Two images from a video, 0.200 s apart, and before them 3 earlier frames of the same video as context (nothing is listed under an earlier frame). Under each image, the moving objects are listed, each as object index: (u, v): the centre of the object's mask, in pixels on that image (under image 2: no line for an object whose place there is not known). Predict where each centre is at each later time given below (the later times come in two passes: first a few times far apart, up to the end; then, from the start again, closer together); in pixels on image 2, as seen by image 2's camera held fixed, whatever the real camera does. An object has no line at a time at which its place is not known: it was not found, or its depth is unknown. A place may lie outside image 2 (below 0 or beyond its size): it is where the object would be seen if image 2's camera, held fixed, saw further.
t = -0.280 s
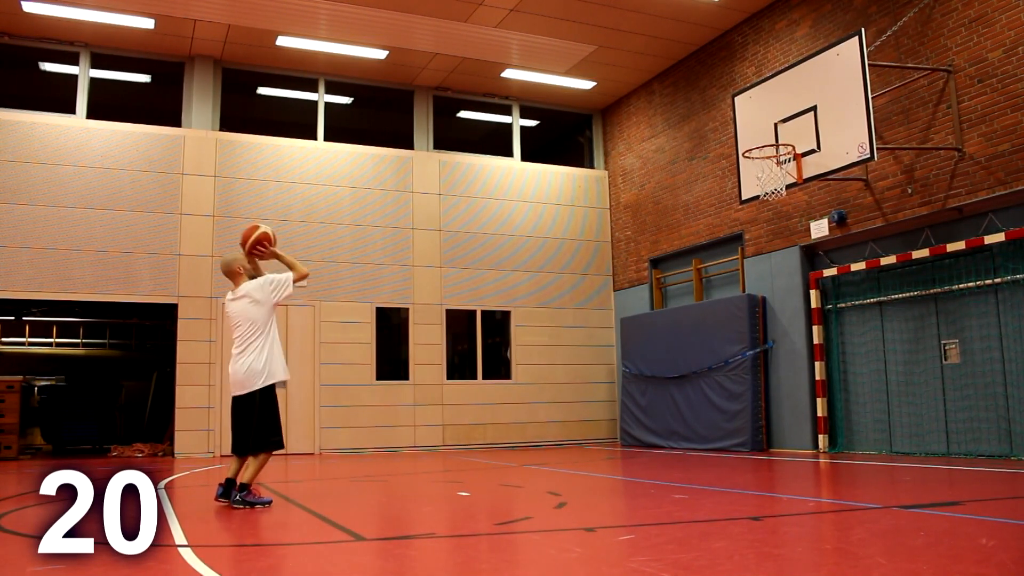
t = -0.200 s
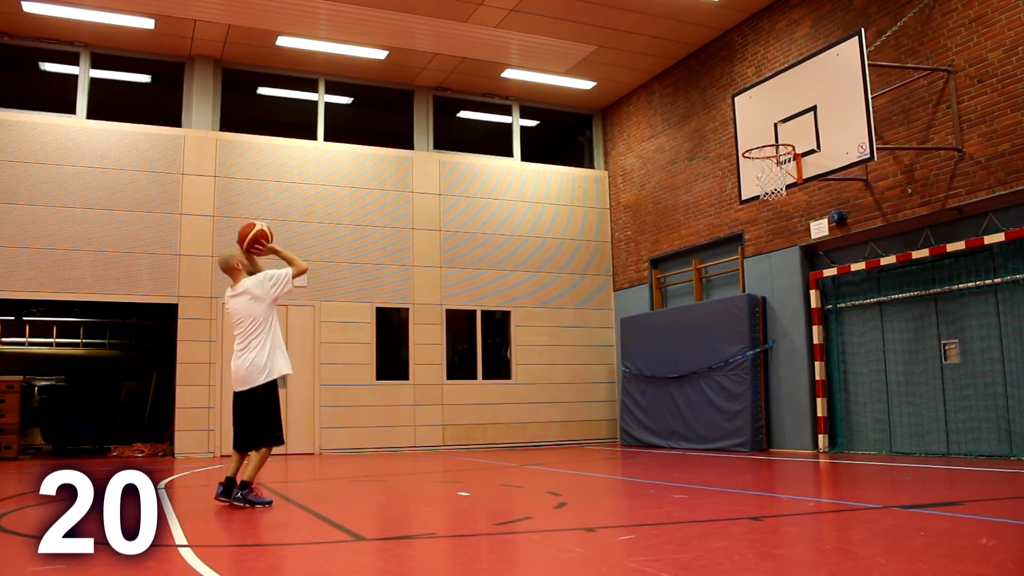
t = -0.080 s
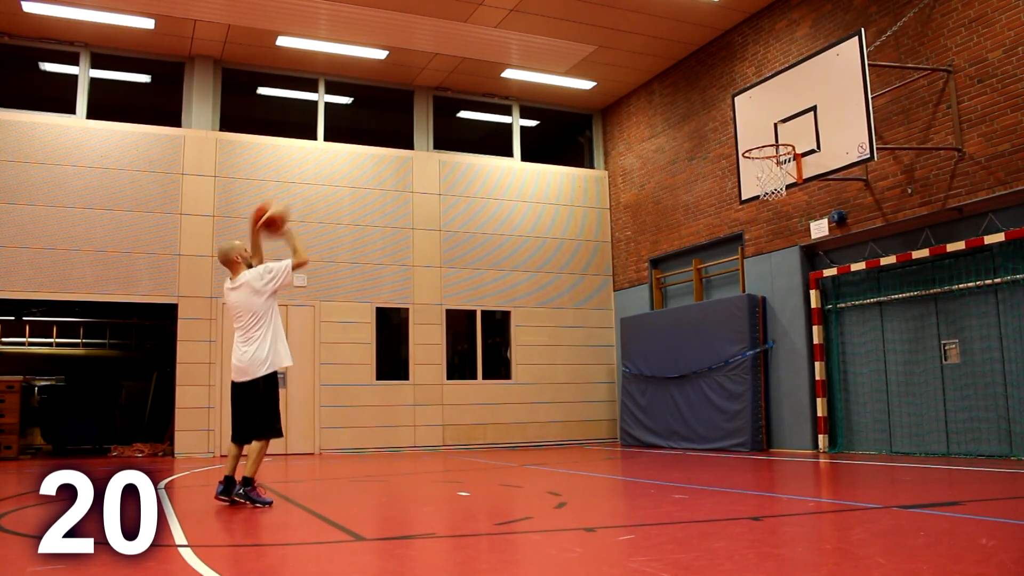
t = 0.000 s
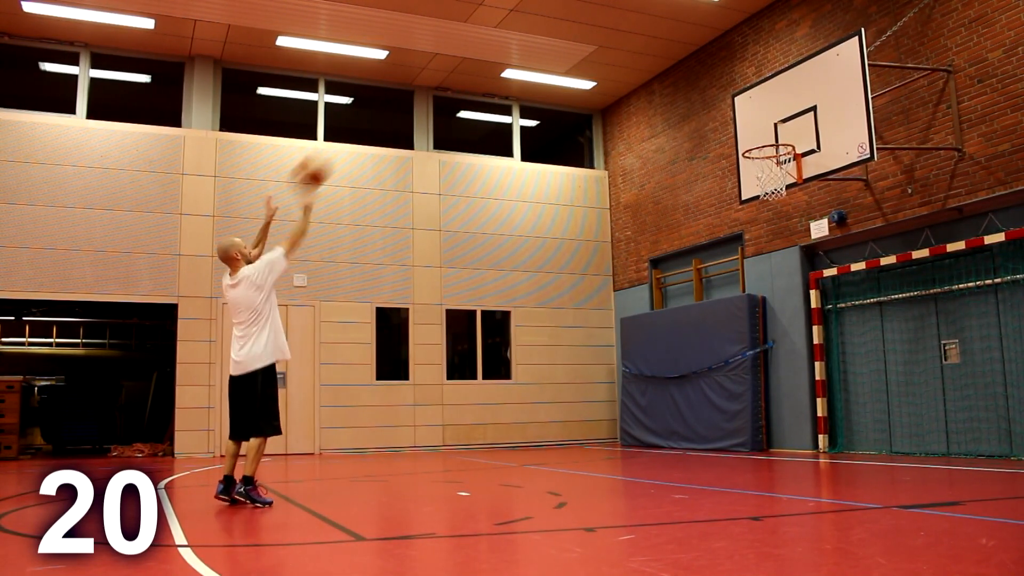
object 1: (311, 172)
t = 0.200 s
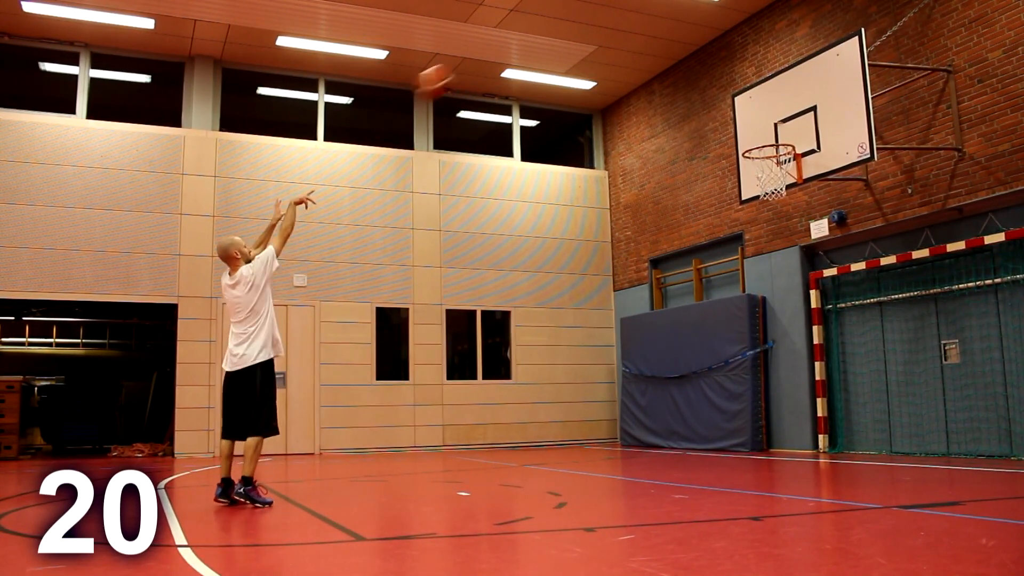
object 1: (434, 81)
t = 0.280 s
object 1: (478, 62)
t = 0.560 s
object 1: (615, 55)
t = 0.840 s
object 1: (732, 124)
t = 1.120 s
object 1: (788, 166)
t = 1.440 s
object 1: (758, 195)
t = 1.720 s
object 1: (741, 296)
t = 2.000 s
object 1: (728, 442)
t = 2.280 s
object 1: (717, 346)
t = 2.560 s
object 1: (709, 330)
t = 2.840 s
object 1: (706, 387)
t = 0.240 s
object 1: (457, 71)
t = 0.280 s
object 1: (478, 62)
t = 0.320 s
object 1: (498, 56)
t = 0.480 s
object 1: (578, 48)
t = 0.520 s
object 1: (597, 51)
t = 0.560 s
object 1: (615, 55)
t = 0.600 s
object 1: (634, 60)
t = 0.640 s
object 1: (651, 67)
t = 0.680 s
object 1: (668, 76)
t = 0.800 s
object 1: (718, 109)
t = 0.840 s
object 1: (732, 124)
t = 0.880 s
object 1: (748, 140)
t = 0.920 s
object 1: (766, 157)
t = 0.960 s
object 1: (776, 165)
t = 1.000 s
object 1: (788, 170)
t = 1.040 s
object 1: (791, 169)
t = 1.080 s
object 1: (791, 167)
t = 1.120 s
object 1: (788, 166)
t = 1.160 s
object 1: (787, 166)
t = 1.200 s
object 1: (782, 166)
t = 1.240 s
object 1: (776, 170)
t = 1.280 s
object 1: (771, 172)
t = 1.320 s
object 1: (767, 179)
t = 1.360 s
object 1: (765, 184)
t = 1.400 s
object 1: (761, 188)
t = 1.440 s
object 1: (758, 195)
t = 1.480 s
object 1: (755, 206)
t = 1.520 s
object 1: (752, 216)
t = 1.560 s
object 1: (750, 228)
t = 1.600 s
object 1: (747, 243)
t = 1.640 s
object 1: (745, 258)
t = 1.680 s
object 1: (743, 277)
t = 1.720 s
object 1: (741, 296)
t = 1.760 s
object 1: (739, 315)
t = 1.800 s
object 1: (738, 338)
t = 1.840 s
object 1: (735, 362)
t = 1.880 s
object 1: (734, 388)
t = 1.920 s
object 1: (732, 416)
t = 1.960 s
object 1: (730, 441)
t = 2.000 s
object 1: (728, 442)
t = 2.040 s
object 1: (726, 424)
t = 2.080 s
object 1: (724, 407)
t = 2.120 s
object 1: (723, 391)
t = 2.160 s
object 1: (721, 378)
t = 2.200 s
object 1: (720, 365)
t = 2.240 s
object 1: (718, 355)
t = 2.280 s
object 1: (717, 346)
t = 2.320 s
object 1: (715, 339)
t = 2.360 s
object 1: (714, 334)
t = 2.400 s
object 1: (713, 330)
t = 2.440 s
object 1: (712, 328)
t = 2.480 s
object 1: (711, 327)
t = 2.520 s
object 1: (710, 328)
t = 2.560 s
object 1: (709, 330)
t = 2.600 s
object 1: (709, 334)
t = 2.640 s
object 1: (708, 339)
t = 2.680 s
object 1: (707, 345)
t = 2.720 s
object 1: (707, 354)
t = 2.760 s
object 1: (706, 363)
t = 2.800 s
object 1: (706, 375)
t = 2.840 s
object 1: (706, 387)
